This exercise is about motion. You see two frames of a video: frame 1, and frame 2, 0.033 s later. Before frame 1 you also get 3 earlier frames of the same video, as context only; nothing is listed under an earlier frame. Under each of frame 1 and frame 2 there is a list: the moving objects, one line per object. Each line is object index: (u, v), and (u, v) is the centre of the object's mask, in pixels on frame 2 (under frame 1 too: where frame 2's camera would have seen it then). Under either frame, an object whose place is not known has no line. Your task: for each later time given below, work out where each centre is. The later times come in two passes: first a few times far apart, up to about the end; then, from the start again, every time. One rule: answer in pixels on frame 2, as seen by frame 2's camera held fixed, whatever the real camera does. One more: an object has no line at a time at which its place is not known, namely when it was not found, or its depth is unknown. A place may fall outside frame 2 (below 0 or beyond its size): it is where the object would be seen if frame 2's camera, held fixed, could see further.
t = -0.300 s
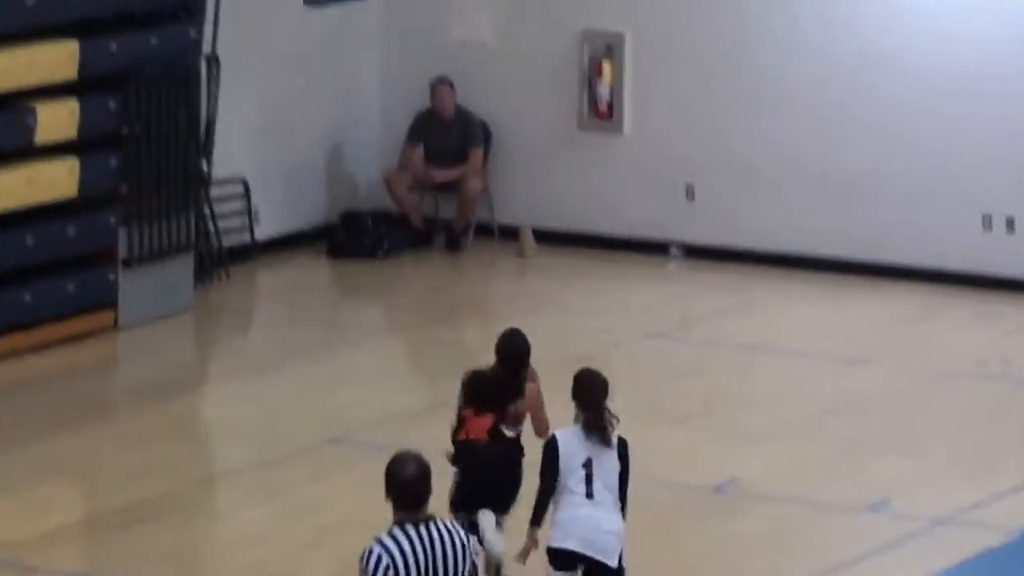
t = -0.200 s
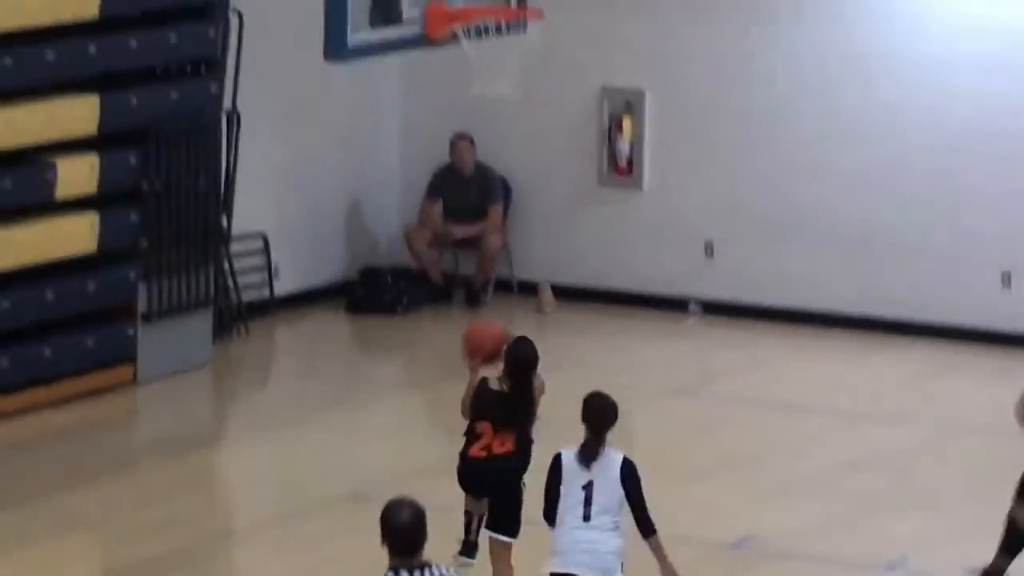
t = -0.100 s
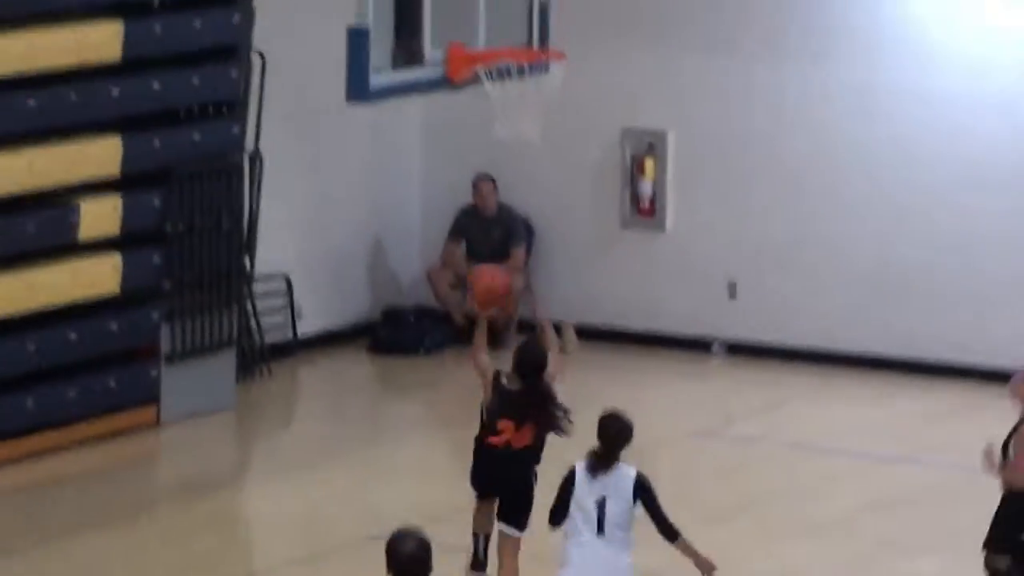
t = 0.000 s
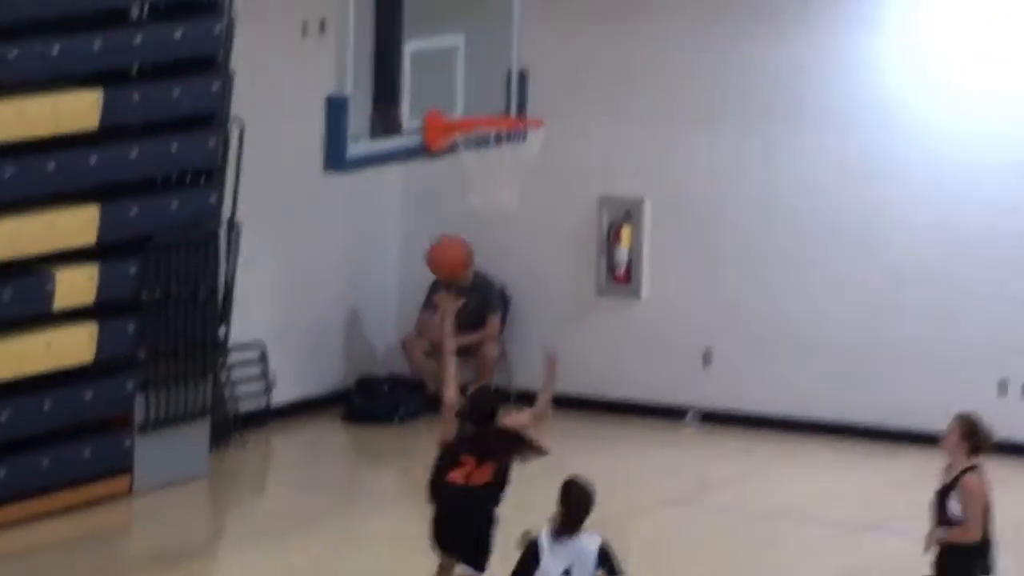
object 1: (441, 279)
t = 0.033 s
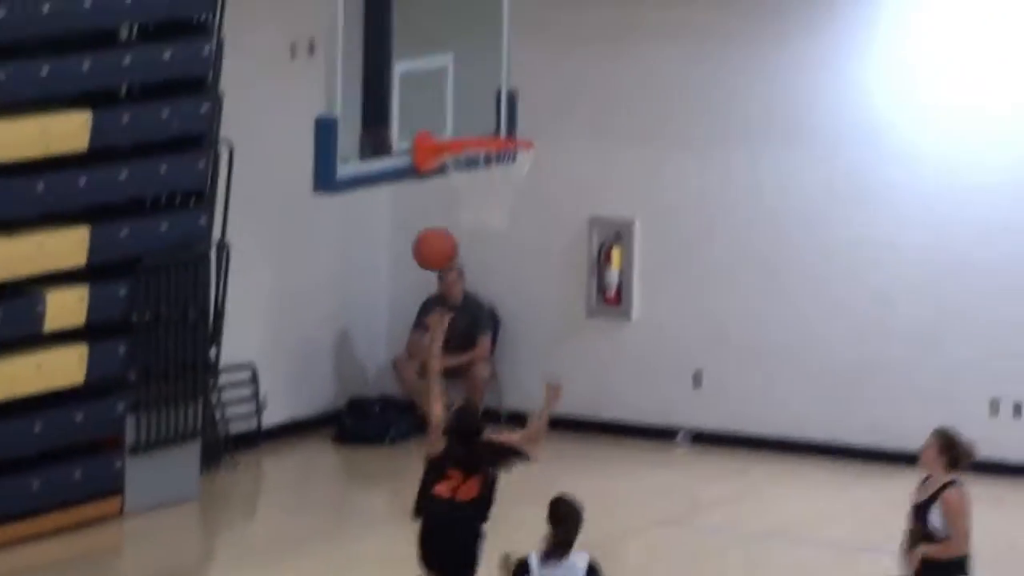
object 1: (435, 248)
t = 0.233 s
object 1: (411, 124)
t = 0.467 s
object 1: (477, 117)
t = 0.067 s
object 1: (431, 222)
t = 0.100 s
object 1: (427, 199)
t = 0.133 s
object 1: (424, 177)
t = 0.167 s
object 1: (421, 155)
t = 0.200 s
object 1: (410, 136)
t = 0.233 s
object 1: (411, 124)
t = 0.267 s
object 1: (411, 113)
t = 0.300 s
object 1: (420, 108)
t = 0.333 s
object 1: (432, 106)
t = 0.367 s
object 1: (444, 105)
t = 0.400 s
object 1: (455, 108)
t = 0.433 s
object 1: (467, 112)
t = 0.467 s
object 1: (477, 117)
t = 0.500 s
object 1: (488, 125)
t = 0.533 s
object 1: (497, 131)
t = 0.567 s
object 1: (498, 133)
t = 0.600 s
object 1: (499, 135)
